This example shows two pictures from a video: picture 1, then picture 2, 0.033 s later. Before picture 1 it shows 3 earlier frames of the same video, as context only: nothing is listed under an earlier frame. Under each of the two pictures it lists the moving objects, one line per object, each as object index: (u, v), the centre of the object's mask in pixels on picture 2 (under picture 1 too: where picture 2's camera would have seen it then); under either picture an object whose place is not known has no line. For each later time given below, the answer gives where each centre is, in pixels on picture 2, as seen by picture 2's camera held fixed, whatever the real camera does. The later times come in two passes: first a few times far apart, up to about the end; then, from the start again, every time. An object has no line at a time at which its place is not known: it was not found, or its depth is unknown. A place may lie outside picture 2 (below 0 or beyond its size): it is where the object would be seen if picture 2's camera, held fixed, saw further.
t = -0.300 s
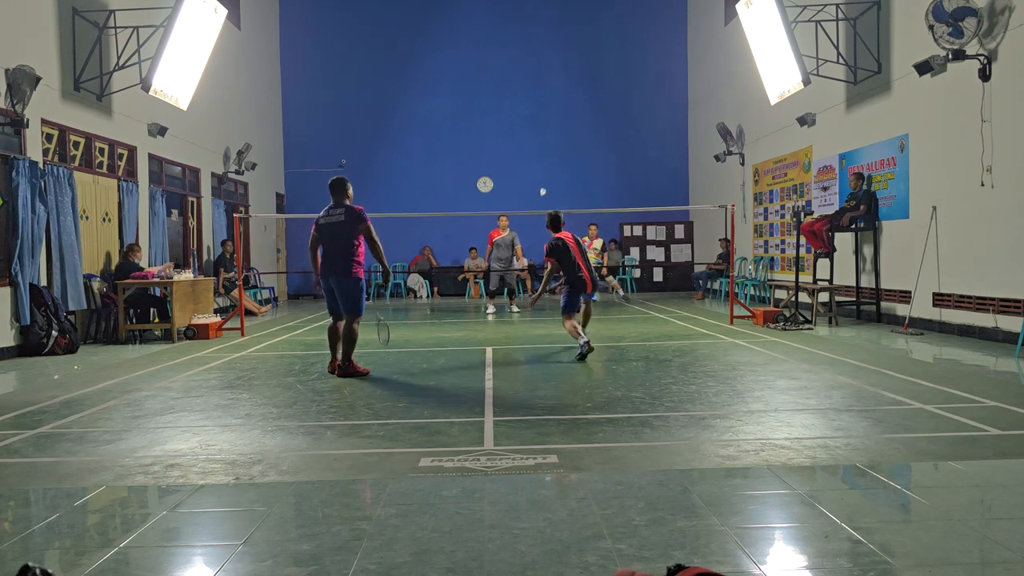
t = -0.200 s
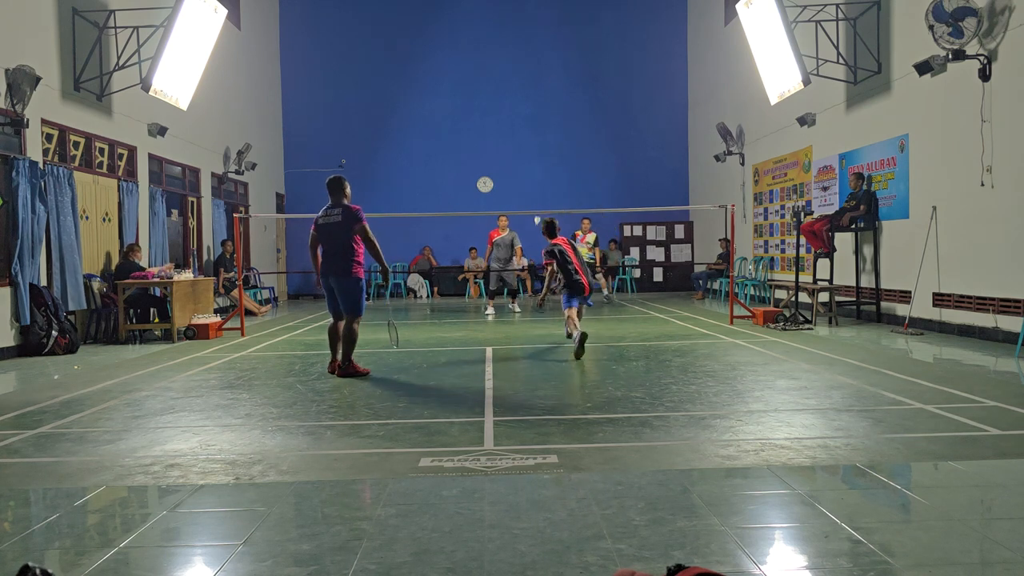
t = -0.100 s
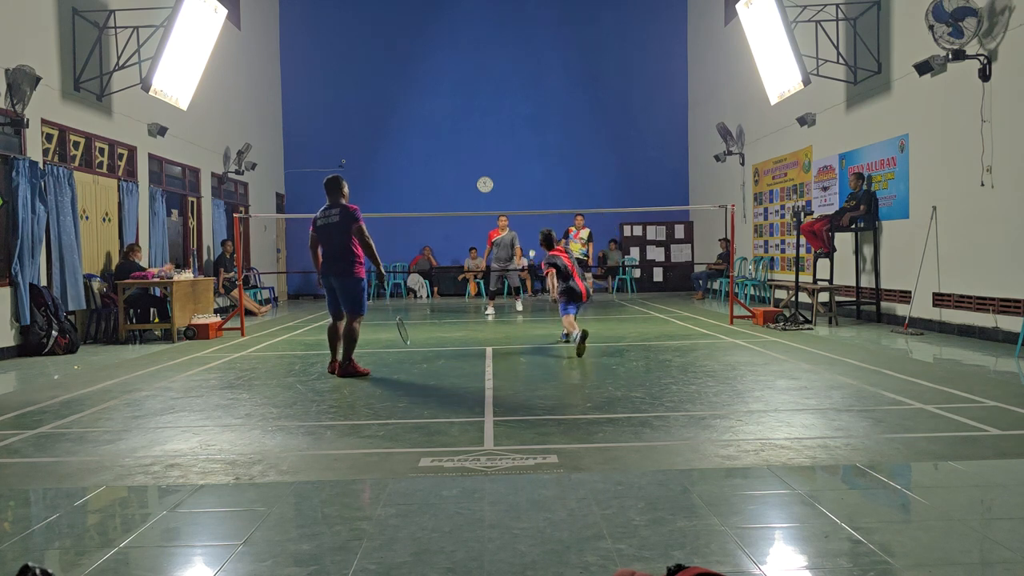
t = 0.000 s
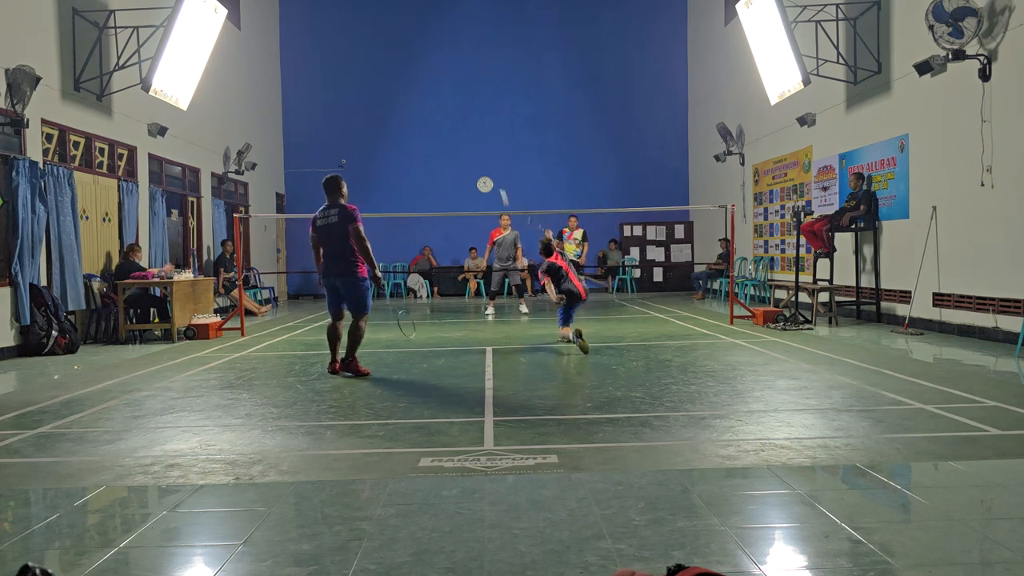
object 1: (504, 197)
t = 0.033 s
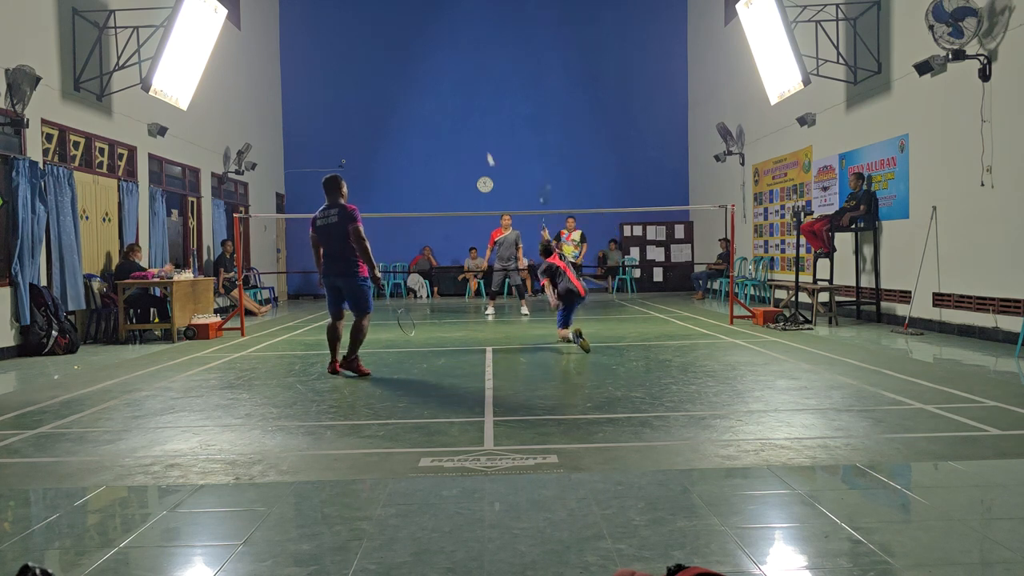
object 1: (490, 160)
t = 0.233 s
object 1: (451, 51)
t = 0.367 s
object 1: (439, 26)
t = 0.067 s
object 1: (480, 130)
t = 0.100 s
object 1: (472, 107)
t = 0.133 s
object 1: (466, 88)
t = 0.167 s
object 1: (460, 74)
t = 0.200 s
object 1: (455, 62)
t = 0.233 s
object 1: (451, 51)
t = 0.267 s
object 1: (447, 43)
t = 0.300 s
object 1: (444, 36)
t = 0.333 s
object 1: (441, 30)
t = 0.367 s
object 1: (439, 26)
